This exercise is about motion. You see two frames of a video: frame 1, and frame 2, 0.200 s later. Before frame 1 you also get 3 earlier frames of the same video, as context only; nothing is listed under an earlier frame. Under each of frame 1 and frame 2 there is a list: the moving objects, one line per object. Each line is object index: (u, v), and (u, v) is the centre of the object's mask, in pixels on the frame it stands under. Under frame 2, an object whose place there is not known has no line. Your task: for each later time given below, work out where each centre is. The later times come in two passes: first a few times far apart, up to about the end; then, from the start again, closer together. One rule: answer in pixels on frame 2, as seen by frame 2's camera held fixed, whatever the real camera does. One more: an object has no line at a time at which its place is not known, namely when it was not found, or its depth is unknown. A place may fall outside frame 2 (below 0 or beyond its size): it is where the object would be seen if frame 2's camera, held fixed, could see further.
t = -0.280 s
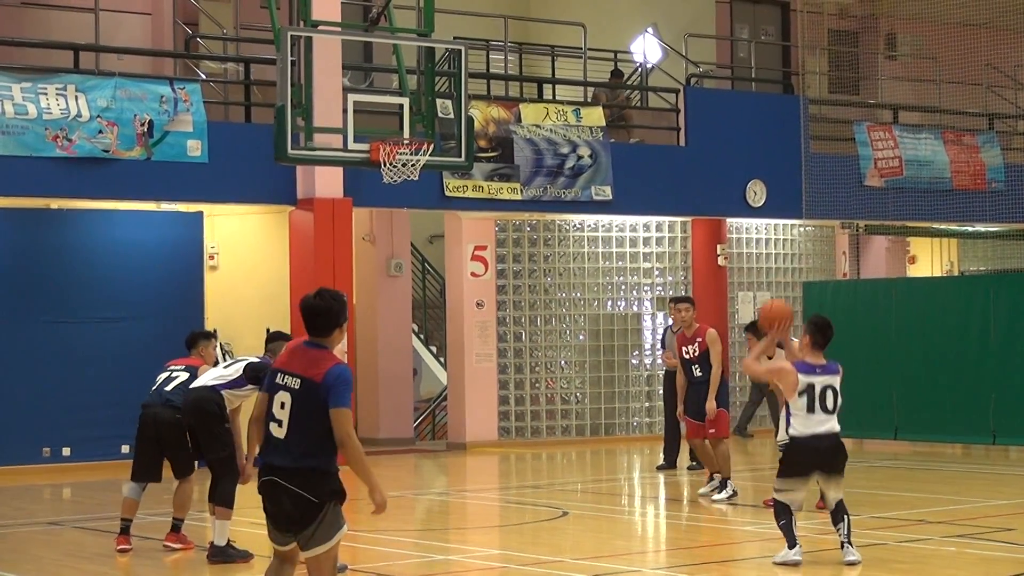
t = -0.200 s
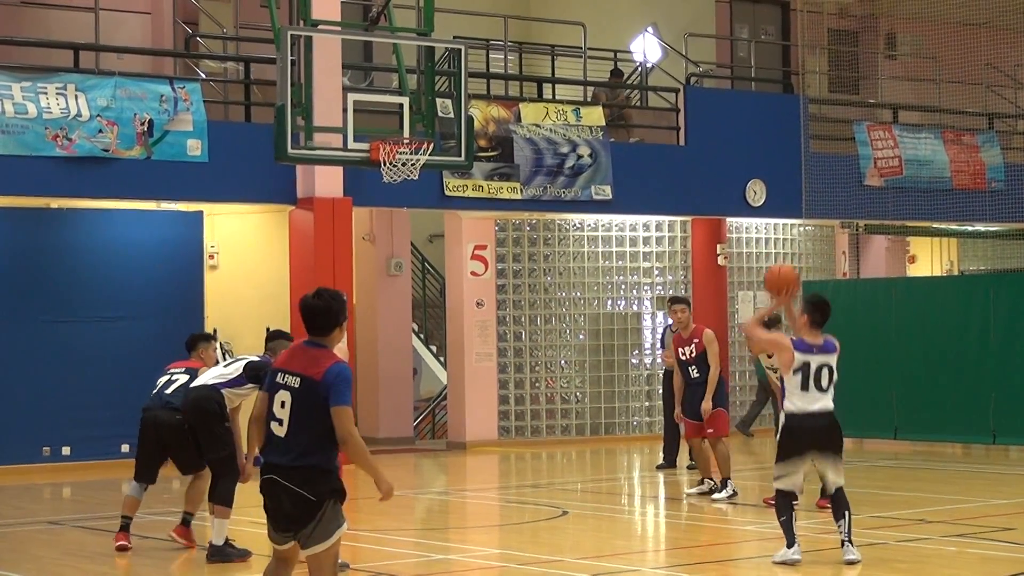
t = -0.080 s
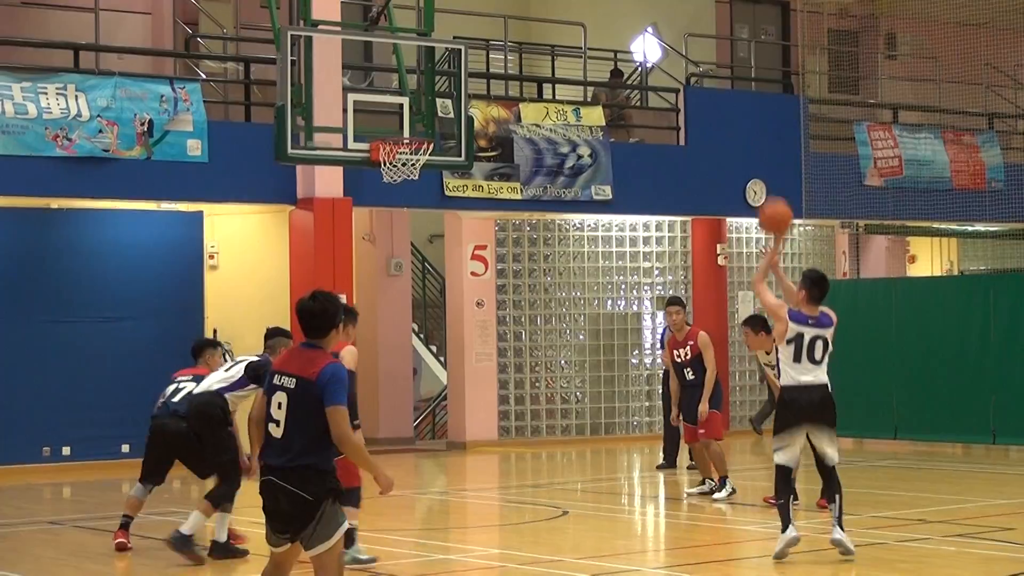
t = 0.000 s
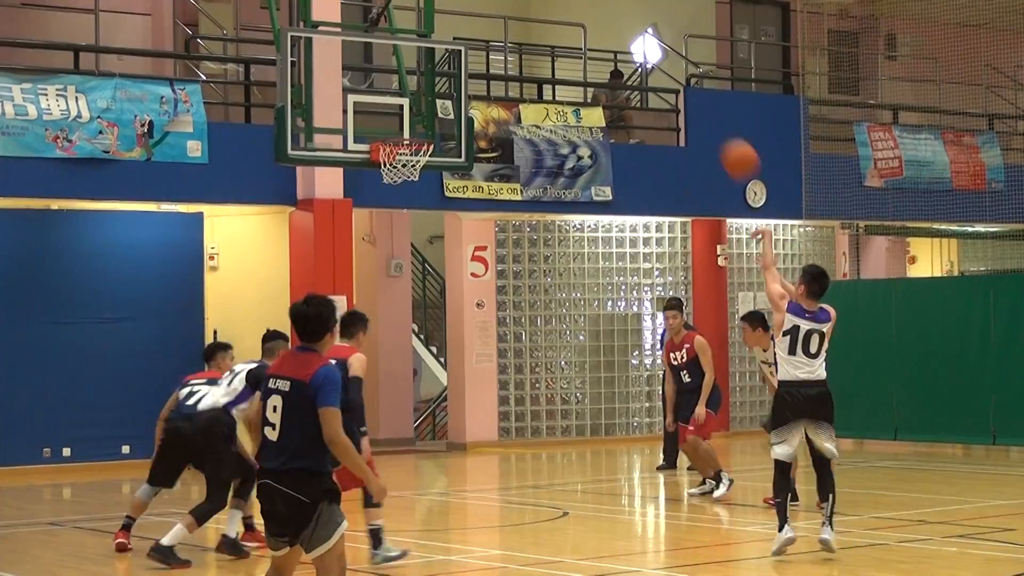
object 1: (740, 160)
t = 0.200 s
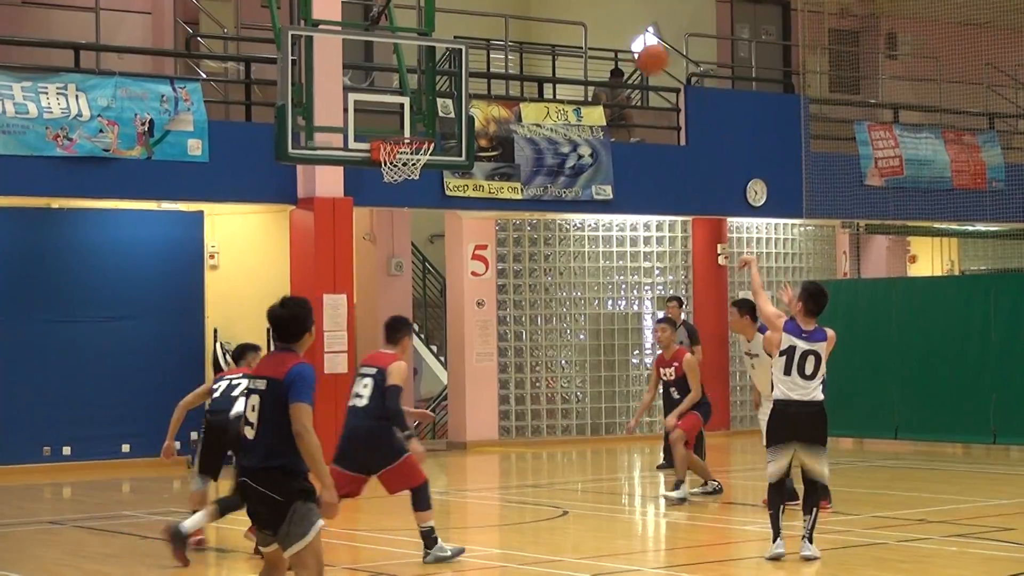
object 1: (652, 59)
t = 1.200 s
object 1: (405, 152)
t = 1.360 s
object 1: (393, 183)
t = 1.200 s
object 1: (405, 152)
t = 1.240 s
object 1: (405, 154)
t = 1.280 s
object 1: (403, 165)
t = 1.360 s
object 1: (393, 183)
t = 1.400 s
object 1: (391, 190)
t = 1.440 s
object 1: (388, 200)
